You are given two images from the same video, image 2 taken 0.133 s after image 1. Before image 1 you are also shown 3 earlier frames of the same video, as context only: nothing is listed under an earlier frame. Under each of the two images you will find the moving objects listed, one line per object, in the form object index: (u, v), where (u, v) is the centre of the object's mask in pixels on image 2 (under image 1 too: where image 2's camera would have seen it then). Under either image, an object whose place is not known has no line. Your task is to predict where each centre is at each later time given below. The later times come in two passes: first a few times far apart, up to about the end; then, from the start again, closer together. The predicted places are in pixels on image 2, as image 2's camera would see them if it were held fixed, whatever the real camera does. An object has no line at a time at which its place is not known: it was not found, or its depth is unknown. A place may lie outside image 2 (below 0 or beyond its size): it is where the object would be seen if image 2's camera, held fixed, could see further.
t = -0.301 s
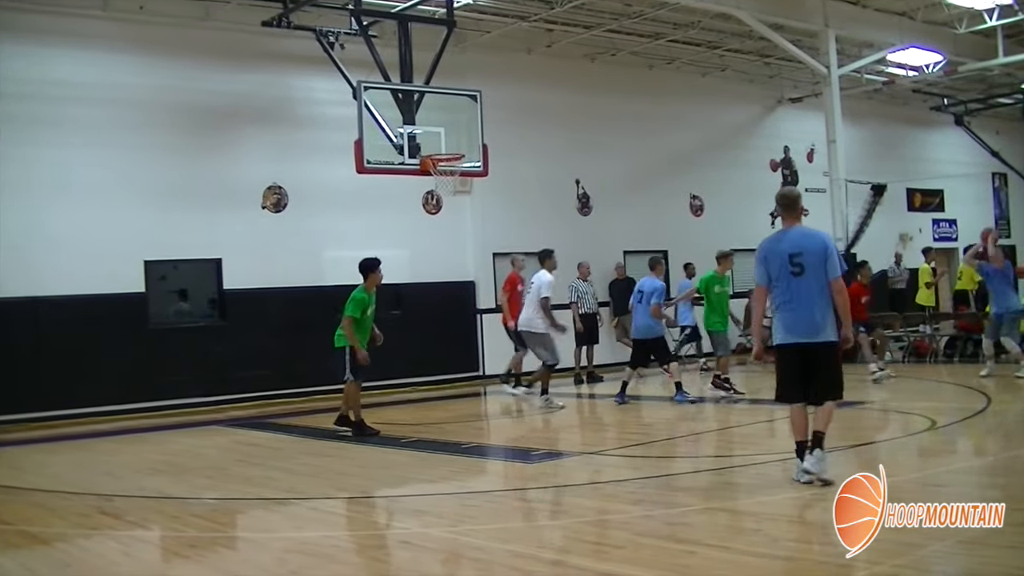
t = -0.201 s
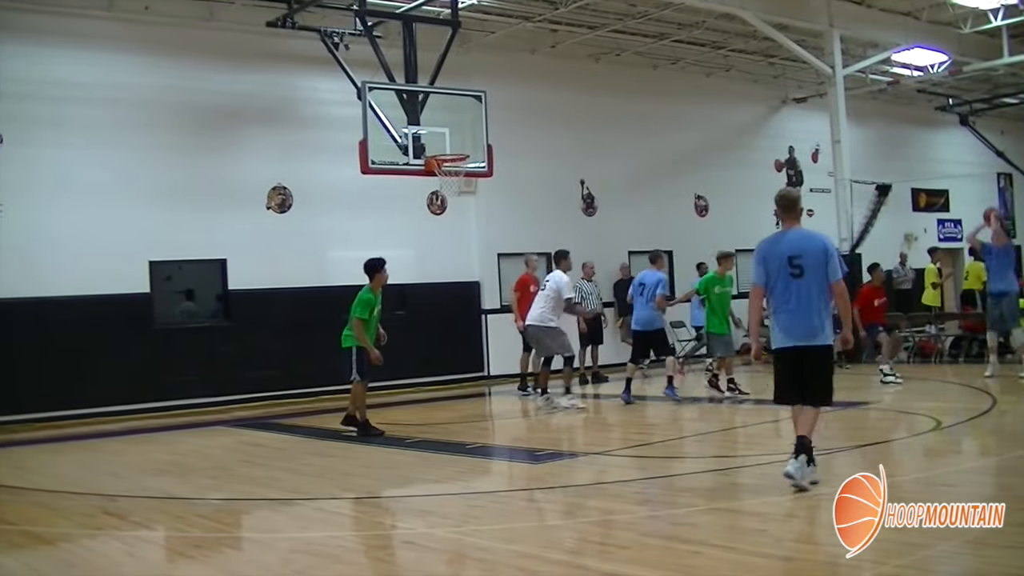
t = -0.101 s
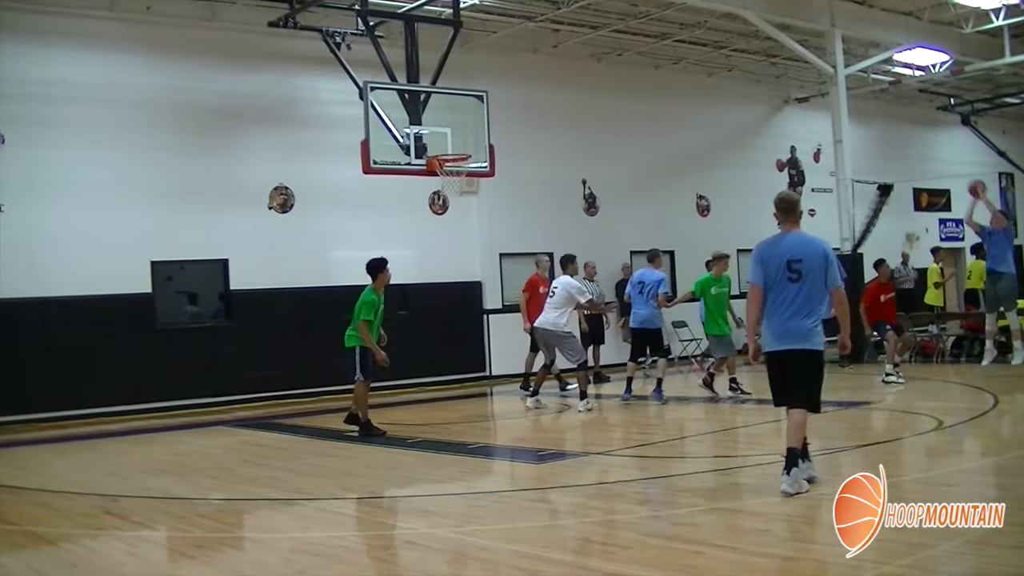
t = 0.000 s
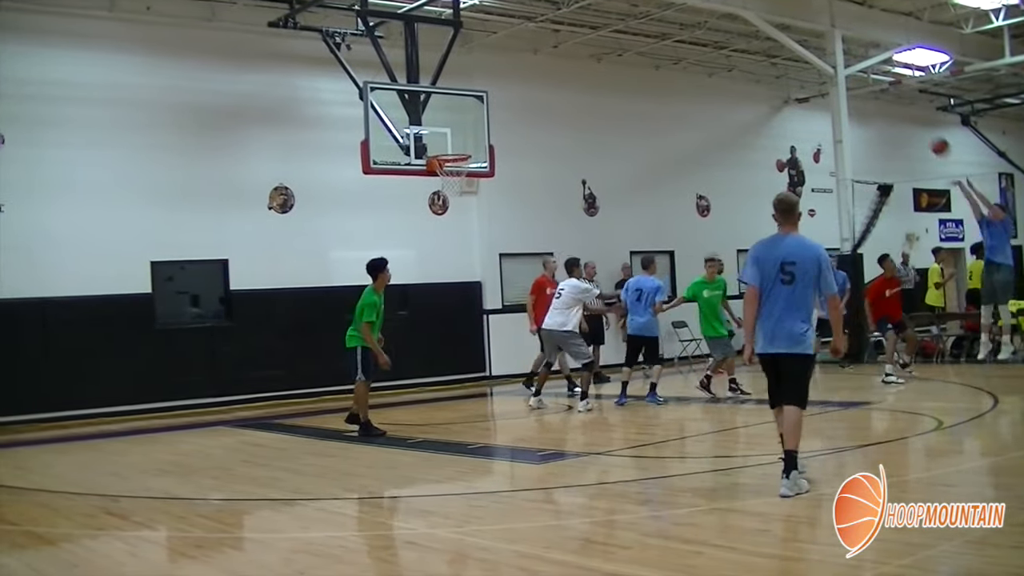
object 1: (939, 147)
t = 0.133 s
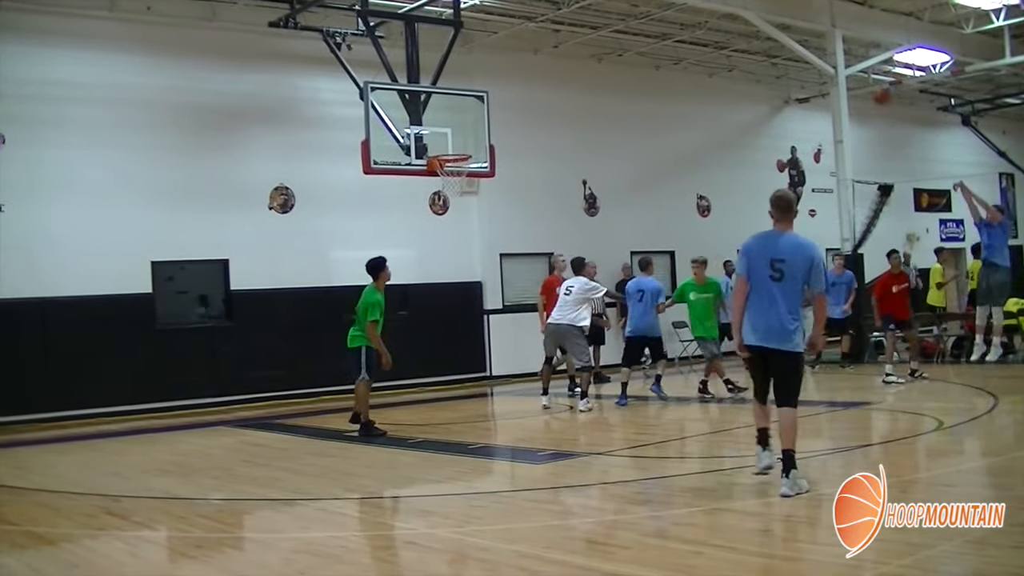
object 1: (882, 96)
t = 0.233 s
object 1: (838, 67)
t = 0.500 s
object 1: (721, 24)
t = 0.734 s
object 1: (618, 32)
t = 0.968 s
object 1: (518, 81)
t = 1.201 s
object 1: (457, 162)
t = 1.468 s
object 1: (452, 214)
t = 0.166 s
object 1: (867, 87)
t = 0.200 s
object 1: (852, 77)
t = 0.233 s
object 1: (838, 67)
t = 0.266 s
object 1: (823, 60)
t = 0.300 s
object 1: (808, 53)
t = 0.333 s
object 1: (793, 44)
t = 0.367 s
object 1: (778, 40)
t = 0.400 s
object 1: (764, 35)
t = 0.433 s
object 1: (751, 30)
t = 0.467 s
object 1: (735, 26)
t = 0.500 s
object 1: (721, 24)
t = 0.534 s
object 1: (707, 23)
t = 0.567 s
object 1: (693, 23)
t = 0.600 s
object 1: (678, 23)
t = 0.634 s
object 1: (663, 25)
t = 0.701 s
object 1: (633, 29)
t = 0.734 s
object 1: (618, 32)
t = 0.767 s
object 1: (604, 36)
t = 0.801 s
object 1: (589, 41)
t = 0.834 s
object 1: (576, 47)
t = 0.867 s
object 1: (561, 54)
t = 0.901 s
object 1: (547, 62)
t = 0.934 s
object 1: (532, 72)
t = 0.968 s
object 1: (518, 81)
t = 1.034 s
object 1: (491, 104)
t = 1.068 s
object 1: (476, 117)
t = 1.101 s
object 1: (462, 131)
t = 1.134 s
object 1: (448, 144)
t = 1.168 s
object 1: (441, 152)
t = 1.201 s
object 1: (457, 162)
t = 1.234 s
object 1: (462, 166)
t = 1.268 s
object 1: (462, 175)
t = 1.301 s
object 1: (460, 180)
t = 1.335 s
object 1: (459, 185)
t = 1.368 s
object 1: (457, 192)
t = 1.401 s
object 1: (455, 199)
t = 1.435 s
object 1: (454, 206)
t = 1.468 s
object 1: (452, 214)
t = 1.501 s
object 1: (450, 224)
